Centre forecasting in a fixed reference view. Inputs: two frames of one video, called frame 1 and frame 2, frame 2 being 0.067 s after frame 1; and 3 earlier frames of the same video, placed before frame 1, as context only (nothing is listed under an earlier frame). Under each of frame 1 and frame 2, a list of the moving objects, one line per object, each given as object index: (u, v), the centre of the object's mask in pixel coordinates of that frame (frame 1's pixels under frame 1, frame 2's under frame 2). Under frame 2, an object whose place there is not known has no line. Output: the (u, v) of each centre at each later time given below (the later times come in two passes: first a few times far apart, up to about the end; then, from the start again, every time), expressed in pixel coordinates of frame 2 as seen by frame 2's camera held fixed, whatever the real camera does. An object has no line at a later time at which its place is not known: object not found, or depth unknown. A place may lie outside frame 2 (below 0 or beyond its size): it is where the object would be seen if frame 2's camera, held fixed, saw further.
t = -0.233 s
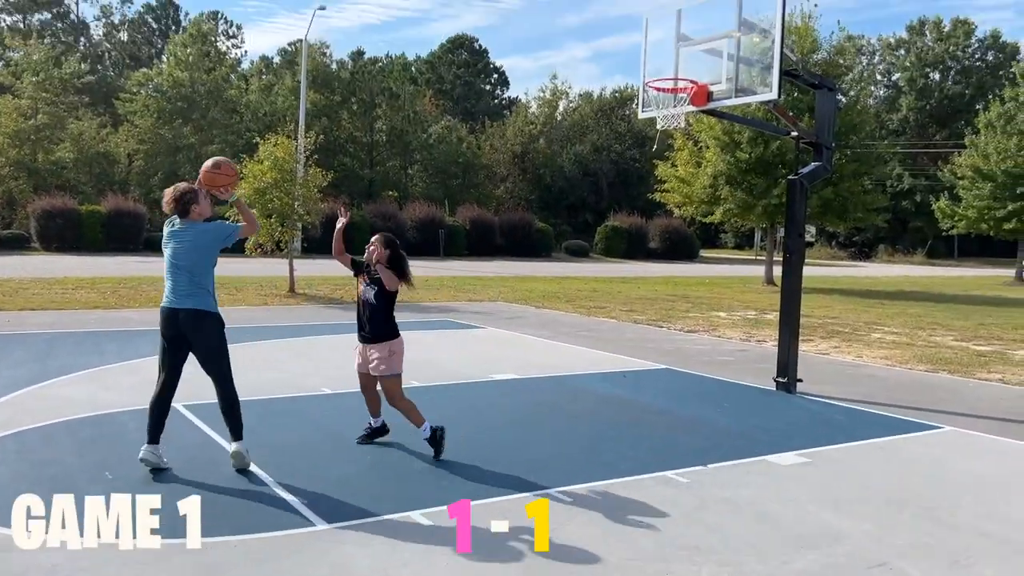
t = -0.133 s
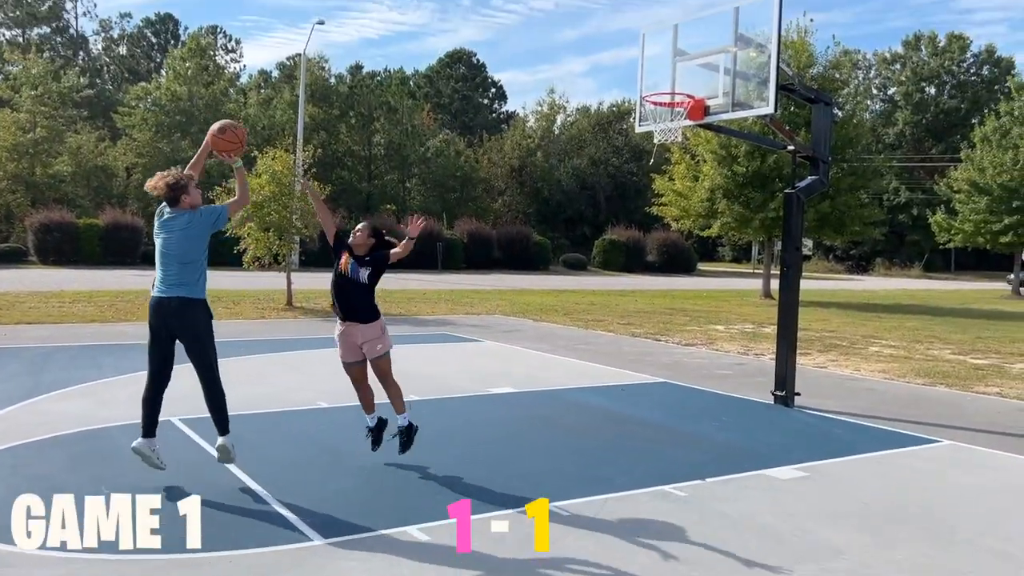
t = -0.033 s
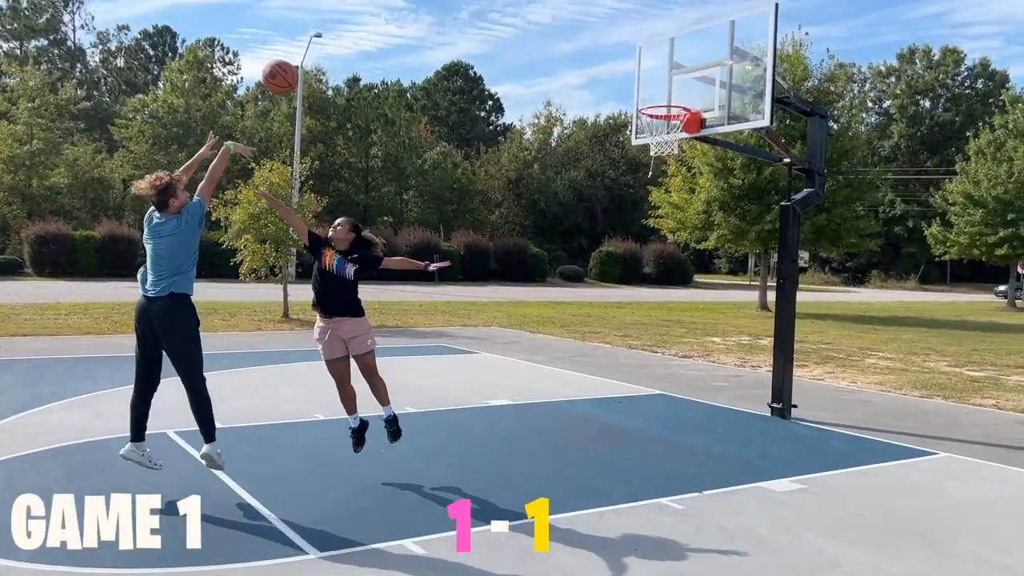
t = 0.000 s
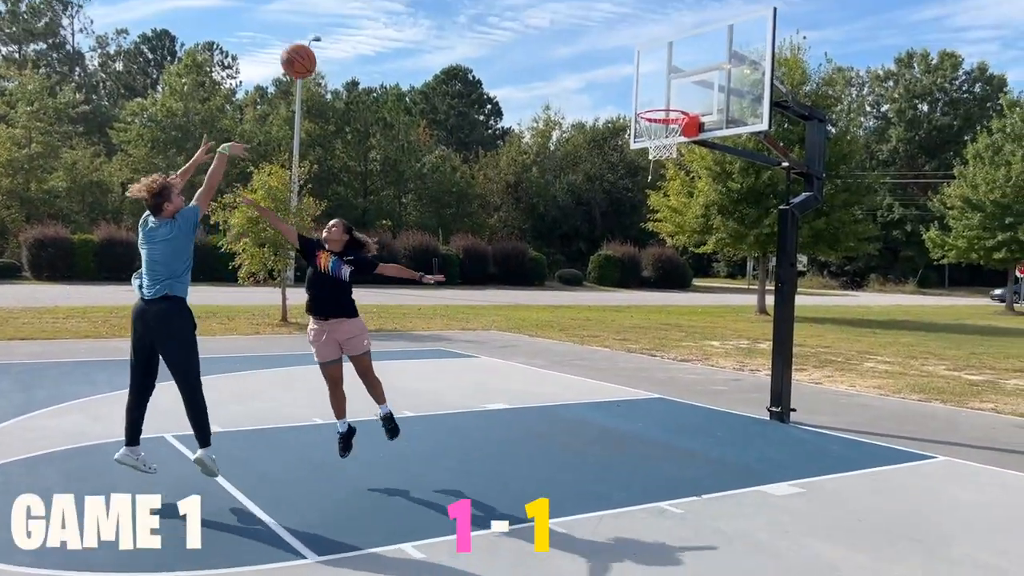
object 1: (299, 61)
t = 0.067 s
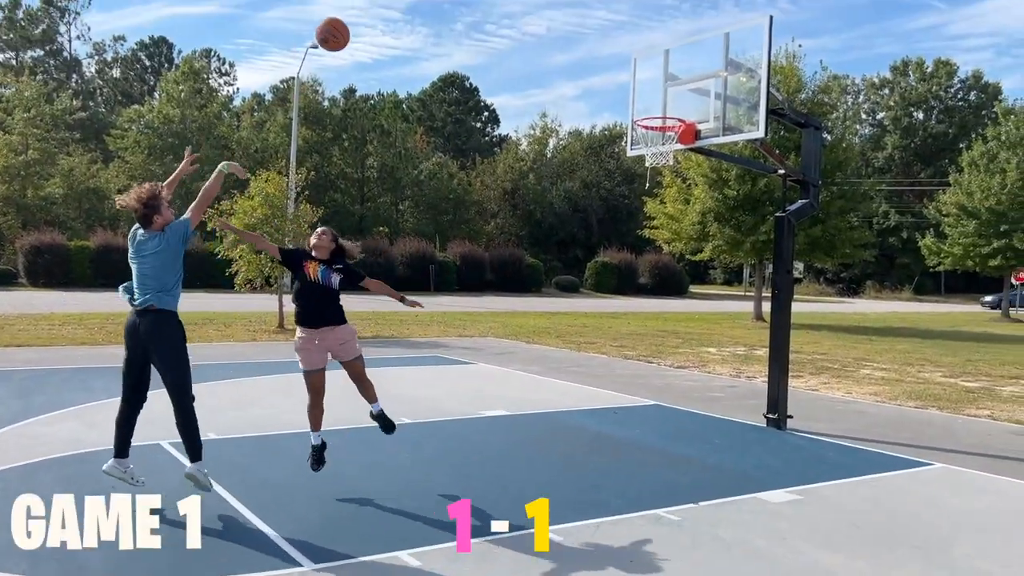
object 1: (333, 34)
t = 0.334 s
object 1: (460, -19)
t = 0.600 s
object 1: (558, 0)
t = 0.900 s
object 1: (645, 113)
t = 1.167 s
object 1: (648, 135)
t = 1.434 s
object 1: (640, 140)
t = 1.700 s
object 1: (666, 183)
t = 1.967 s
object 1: (689, 288)
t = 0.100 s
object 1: (350, 20)
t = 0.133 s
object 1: (367, 8)
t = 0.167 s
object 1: (384, 1)
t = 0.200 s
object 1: (400, -5)
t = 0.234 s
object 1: (416, -9)
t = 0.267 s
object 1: (431, -13)
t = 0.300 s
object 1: (446, -16)
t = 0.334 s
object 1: (460, -19)
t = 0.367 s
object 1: (473, -20)
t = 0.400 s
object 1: (486, -21)
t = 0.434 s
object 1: (499, -21)
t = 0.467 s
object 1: (512, -21)
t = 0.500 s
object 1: (524, -19)
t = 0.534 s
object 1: (535, -14)
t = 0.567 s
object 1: (547, -8)
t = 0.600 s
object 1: (558, 0)
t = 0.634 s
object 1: (569, 9)
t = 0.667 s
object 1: (579, 19)
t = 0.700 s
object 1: (590, 30)
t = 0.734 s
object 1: (600, 42)
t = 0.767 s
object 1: (609, 55)
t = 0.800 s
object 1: (619, 68)
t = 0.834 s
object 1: (628, 83)
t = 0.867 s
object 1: (636, 99)
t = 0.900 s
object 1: (645, 113)
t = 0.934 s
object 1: (655, 119)
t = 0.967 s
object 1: (664, 125)
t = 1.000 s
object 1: (668, 125)
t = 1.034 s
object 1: (672, 126)
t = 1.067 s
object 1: (667, 128)
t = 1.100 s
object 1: (660, 130)
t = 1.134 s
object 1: (655, 132)
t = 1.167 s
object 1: (648, 135)
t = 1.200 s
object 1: (644, 135)
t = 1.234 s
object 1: (640, 133)
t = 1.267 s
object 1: (637, 133)
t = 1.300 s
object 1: (637, 133)
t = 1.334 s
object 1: (636, 134)
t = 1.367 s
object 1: (637, 135)
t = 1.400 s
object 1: (637, 136)
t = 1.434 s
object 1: (640, 140)
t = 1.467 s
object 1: (643, 142)
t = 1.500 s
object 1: (645, 145)
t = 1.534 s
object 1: (650, 153)
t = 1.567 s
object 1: (656, 163)
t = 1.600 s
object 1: (657, 166)
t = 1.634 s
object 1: (659, 169)
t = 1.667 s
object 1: (663, 175)
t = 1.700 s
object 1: (666, 183)
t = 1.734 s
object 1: (669, 192)
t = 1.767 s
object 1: (672, 203)
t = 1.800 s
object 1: (676, 214)
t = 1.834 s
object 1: (679, 227)
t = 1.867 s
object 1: (681, 241)
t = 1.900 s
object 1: (684, 256)
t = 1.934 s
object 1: (687, 272)
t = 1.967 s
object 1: (689, 288)
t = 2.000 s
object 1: (692, 307)
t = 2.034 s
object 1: (694, 327)
